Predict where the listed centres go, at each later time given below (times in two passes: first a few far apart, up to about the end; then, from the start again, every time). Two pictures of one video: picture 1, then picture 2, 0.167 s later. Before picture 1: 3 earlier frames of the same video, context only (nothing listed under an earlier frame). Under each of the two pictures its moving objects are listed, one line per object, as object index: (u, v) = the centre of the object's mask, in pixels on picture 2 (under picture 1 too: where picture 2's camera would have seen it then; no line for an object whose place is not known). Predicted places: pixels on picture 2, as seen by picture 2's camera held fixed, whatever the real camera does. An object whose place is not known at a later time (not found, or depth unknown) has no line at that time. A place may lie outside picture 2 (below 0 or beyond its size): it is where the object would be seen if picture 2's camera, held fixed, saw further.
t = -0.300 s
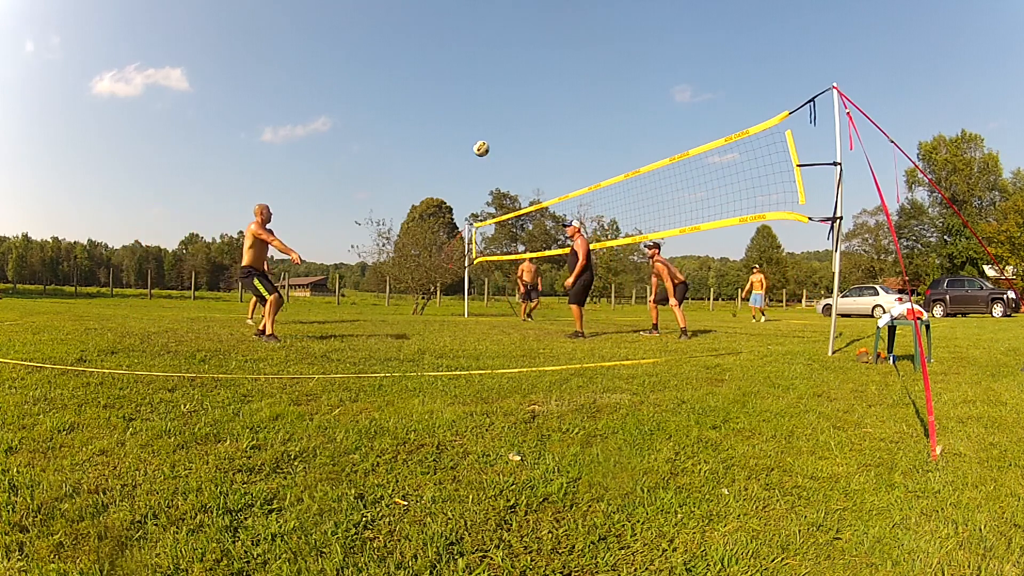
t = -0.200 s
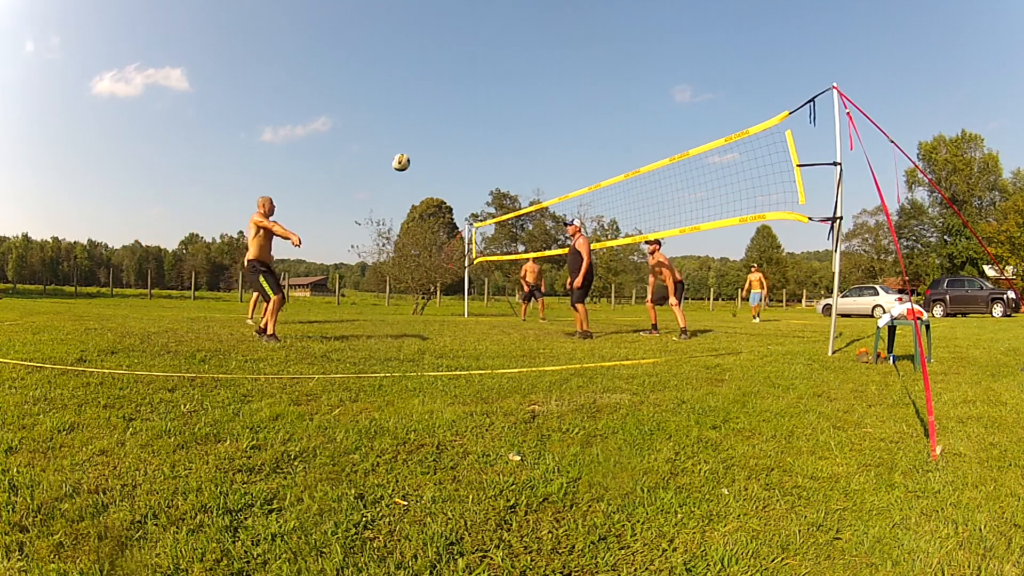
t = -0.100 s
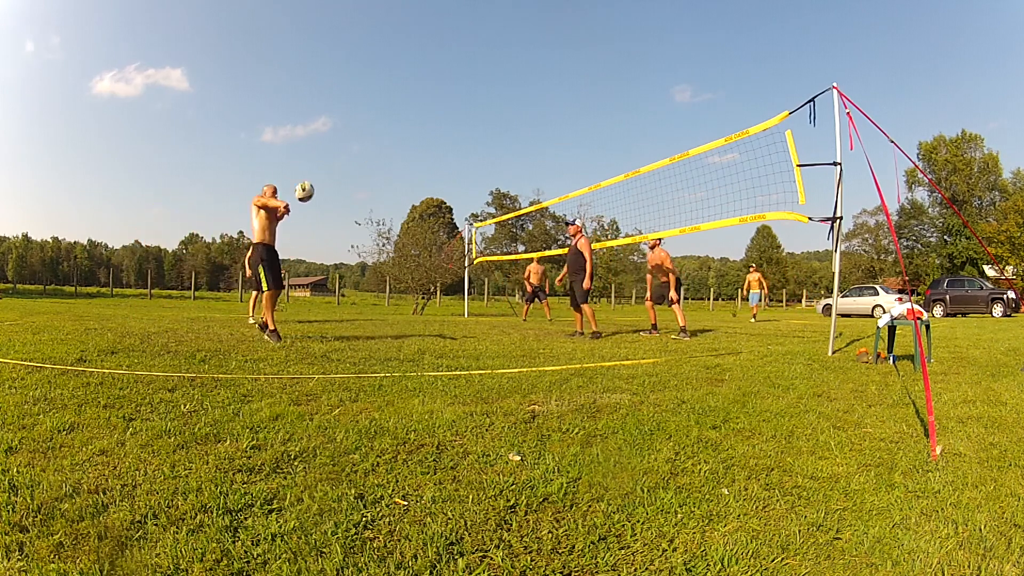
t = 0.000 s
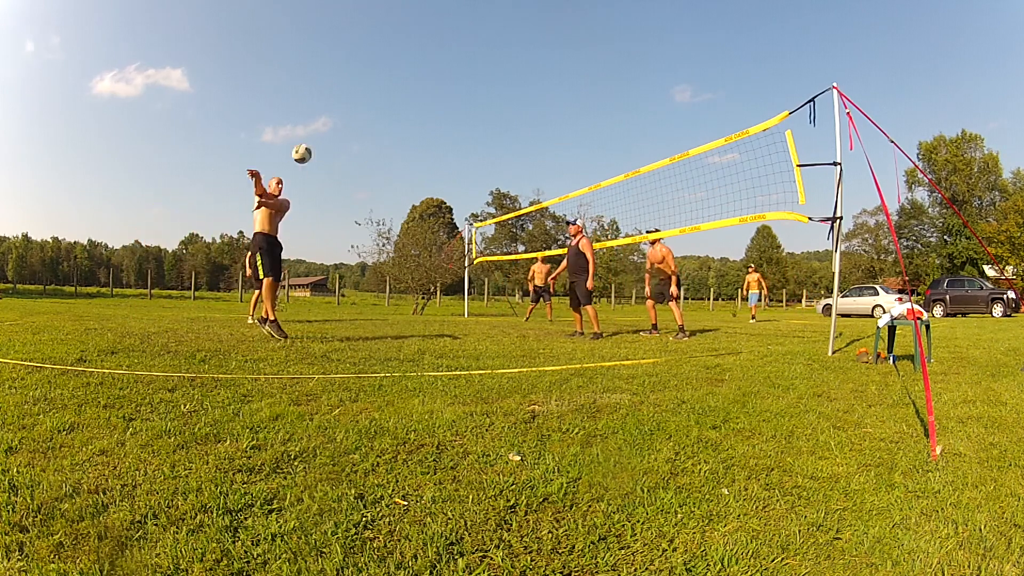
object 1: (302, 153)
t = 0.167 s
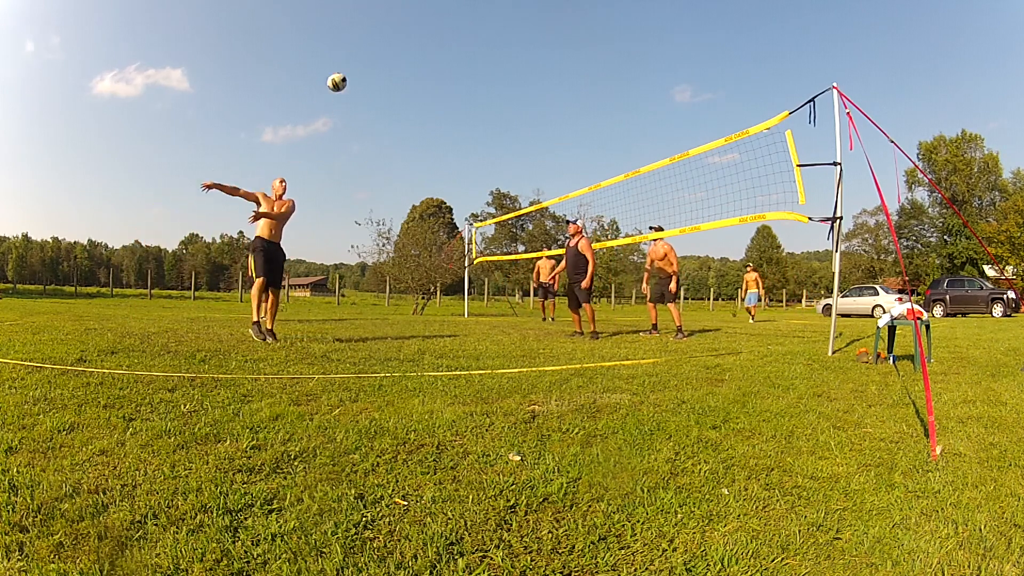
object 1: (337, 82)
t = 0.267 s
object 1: (357, 53)
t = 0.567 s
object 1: (409, 17)
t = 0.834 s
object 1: (448, 43)
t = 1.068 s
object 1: (481, 117)
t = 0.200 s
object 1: (344, 71)
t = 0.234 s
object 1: (350, 61)
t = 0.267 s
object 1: (357, 53)
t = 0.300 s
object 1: (363, 45)
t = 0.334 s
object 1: (369, 38)
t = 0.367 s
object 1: (375, 32)
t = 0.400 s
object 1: (381, 28)
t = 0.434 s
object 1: (387, 24)
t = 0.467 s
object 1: (393, 21)
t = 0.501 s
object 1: (398, 19)
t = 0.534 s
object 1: (403, 17)
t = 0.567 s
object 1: (409, 17)
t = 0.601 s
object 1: (414, 17)
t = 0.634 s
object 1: (419, 18)
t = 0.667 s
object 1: (424, 20)
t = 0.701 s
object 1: (429, 22)
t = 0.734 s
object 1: (434, 26)
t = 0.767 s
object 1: (439, 31)
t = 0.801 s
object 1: (444, 36)
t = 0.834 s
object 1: (448, 43)
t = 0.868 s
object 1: (453, 50)
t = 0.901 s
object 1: (458, 58)
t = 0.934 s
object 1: (462, 67)
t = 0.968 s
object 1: (467, 78)
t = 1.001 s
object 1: (472, 90)
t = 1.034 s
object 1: (476, 103)
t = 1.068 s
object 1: (481, 117)
